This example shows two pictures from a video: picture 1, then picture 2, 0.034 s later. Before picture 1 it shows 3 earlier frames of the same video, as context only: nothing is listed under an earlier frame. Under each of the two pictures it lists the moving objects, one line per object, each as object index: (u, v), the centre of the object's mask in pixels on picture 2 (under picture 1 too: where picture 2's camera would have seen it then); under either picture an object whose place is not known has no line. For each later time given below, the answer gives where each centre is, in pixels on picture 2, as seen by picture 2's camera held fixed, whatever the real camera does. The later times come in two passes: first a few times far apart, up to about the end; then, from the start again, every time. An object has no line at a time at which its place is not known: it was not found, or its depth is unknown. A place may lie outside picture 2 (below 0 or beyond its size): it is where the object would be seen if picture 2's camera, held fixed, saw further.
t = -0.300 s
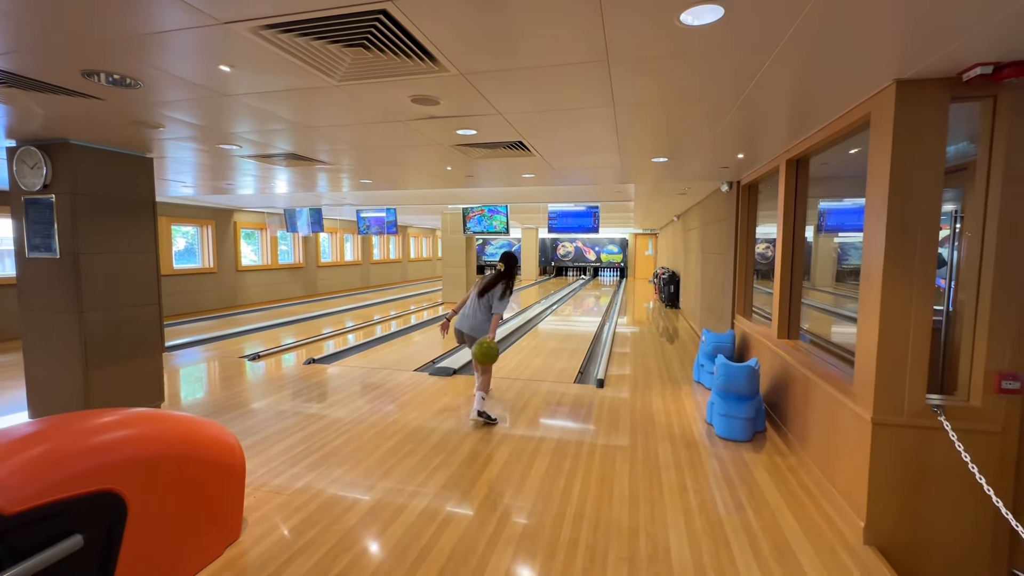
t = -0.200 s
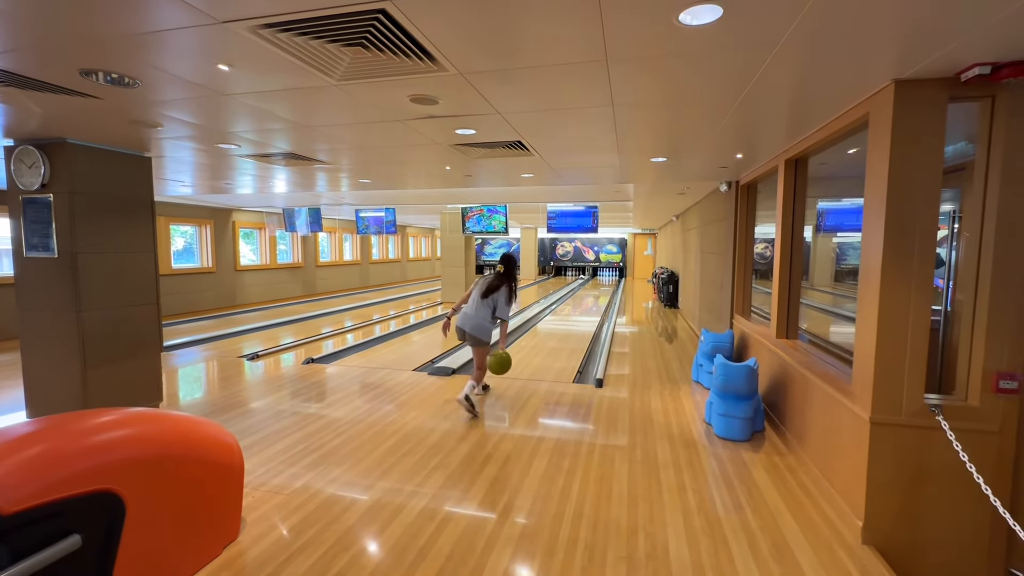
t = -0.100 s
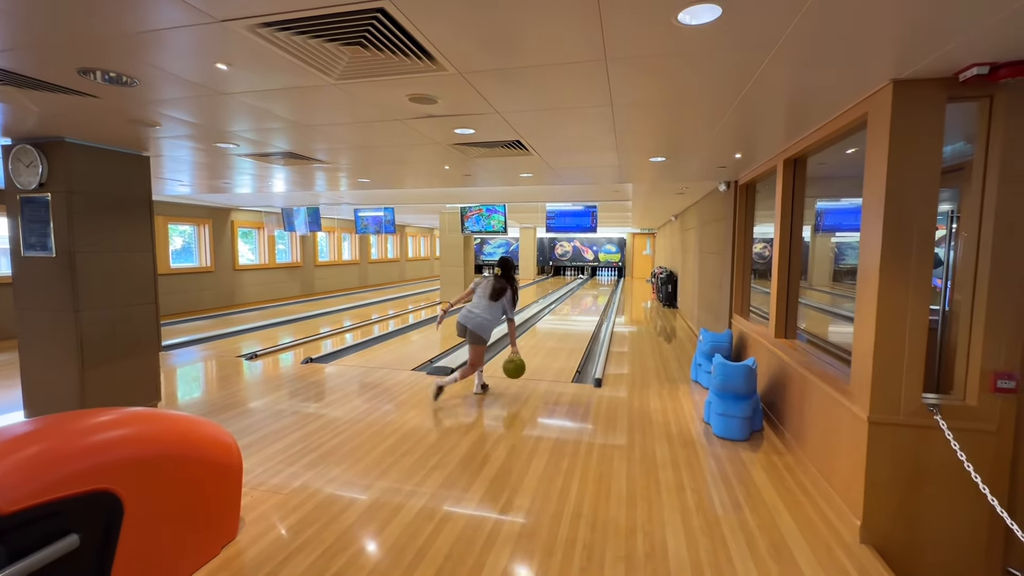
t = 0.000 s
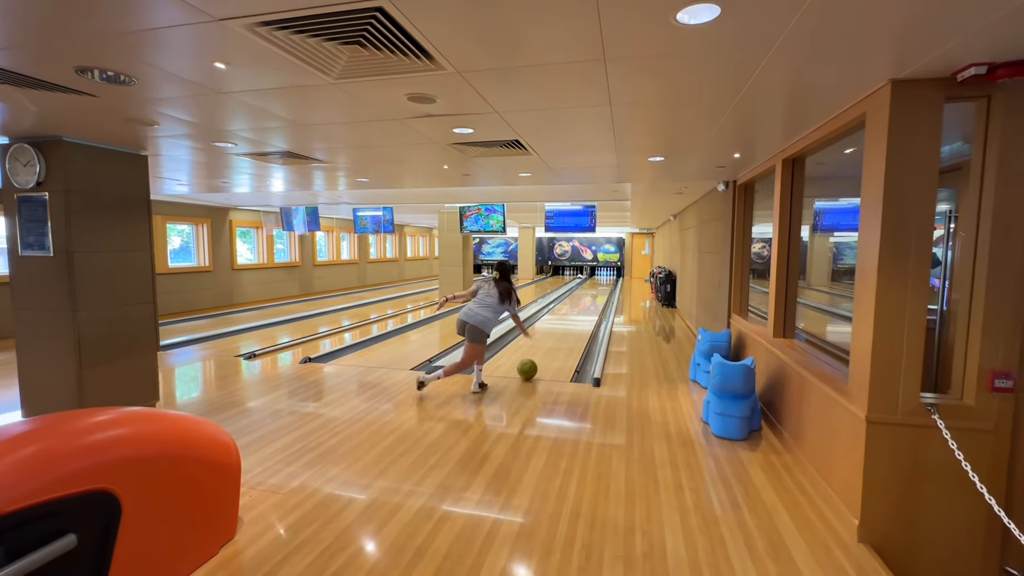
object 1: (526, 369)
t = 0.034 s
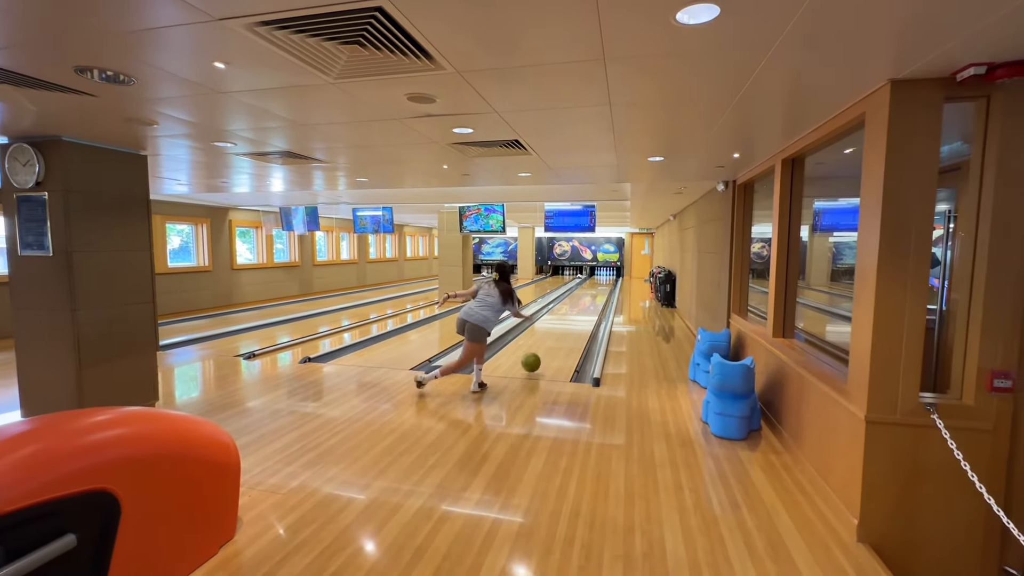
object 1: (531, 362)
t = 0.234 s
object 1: (550, 345)
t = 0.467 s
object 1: (565, 330)
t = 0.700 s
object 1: (575, 319)
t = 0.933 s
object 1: (583, 310)
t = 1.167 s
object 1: (588, 305)
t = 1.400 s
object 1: (592, 300)
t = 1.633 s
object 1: (595, 296)
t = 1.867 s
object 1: (598, 292)
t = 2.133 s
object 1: (600, 290)
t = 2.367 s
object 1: (602, 288)
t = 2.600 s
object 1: (604, 286)
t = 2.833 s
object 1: (605, 283)
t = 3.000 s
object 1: (606, 282)
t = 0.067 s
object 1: (534, 357)
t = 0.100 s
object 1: (538, 353)
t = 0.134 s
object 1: (541, 351)
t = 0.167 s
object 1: (544, 349)
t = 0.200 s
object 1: (547, 348)
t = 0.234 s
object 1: (550, 345)
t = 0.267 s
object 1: (552, 343)
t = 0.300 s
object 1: (555, 340)
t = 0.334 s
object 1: (557, 338)
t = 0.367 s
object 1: (559, 335)
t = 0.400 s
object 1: (561, 333)
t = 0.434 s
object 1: (563, 332)
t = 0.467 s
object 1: (565, 330)
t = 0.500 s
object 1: (566, 328)
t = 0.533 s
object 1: (568, 326)
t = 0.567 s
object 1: (569, 324)
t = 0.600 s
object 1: (571, 323)
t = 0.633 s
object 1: (572, 321)
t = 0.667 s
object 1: (574, 320)
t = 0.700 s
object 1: (575, 319)
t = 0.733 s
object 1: (576, 317)
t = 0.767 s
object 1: (577, 316)
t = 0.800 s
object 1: (579, 315)
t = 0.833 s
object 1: (580, 314)
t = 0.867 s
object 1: (581, 313)
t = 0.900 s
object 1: (582, 312)
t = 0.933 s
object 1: (583, 310)
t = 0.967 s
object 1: (584, 310)
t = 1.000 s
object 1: (584, 309)
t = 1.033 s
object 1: (585, 308)
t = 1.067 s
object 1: (586, 307)
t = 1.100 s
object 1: (587, 306)
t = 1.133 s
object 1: (588, 305)
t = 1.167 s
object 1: (588, 305)
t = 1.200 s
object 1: (589, 304)
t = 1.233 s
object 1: (589, 303)
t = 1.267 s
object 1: (590, 302)
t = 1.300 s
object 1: (591, 302)
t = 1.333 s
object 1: (591, 301)
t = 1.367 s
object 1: (592, 301)
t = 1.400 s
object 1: (592, 300)
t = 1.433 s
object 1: (593, 299)
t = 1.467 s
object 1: (593, 299)
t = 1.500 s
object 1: (594, 298)
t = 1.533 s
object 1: (594, 298)
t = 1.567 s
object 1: (595, 297)
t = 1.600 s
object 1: (595, 296)
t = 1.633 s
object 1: (595, 296)
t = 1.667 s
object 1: (595, 295)
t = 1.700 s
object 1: (596, 295)
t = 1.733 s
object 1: (596, 294)
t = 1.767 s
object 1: (597, 294)
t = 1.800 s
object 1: (597, 293)
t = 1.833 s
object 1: (598, 293)
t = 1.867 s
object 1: (598, 292)
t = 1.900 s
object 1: (598, 292)
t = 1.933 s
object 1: (598, 292)
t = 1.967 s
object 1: (599, 292)
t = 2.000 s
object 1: (599, 291)
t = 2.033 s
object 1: (599, 291)
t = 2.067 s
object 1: (600, 290)
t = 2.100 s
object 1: (600, 290)
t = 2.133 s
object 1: (600, 290)
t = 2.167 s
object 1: (601, 289)
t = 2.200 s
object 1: (601, 289)
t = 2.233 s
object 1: (601, 289)
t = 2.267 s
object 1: (601, 288)
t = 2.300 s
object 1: (601, 288)
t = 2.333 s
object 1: (601, 288)
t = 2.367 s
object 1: (602, 288)
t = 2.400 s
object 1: (602, 288)
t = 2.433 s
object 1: (602, 287)
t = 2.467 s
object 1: (602, 287)
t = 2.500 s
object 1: (603, 286)
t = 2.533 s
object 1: (603, 286)
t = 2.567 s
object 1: (603, 286)
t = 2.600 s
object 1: (604, 286)
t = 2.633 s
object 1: (605, 286)
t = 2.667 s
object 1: (605, 285)
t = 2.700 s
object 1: (606, 285)
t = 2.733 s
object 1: (605, 284)
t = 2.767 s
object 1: (606, 284)
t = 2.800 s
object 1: (606, 284)
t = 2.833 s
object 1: (605, 283)
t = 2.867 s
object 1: (605, 283)
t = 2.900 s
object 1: (607, 283)
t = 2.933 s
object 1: (606, 283)
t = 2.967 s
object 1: (606, 282)
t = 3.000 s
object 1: (606, 282)
